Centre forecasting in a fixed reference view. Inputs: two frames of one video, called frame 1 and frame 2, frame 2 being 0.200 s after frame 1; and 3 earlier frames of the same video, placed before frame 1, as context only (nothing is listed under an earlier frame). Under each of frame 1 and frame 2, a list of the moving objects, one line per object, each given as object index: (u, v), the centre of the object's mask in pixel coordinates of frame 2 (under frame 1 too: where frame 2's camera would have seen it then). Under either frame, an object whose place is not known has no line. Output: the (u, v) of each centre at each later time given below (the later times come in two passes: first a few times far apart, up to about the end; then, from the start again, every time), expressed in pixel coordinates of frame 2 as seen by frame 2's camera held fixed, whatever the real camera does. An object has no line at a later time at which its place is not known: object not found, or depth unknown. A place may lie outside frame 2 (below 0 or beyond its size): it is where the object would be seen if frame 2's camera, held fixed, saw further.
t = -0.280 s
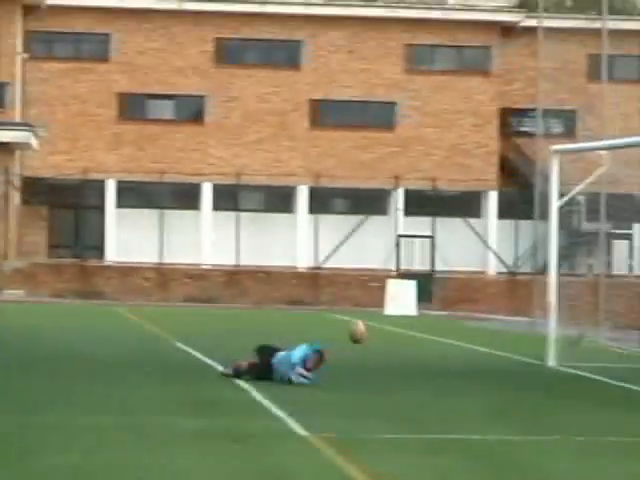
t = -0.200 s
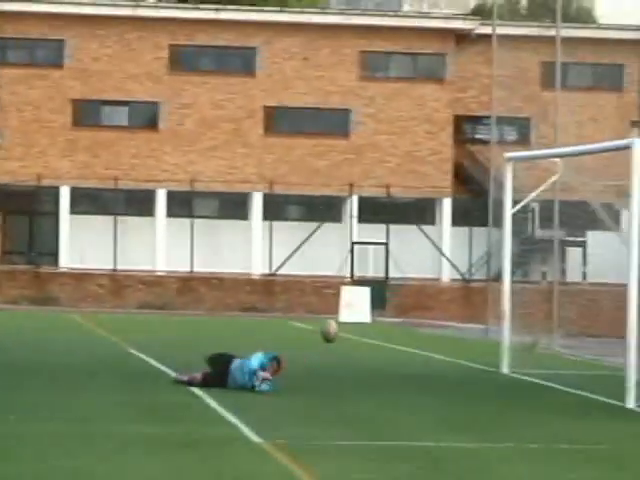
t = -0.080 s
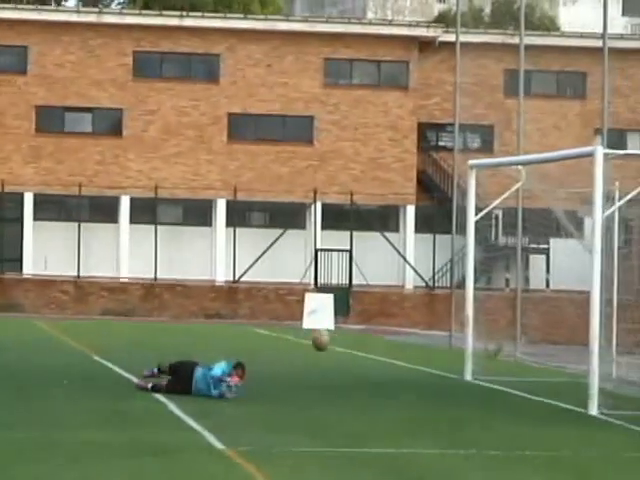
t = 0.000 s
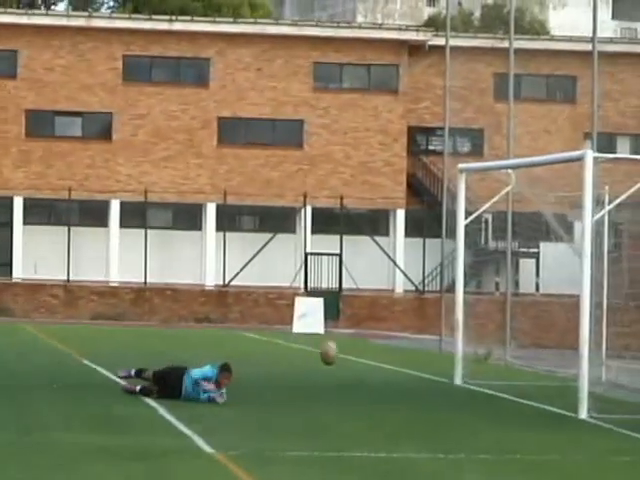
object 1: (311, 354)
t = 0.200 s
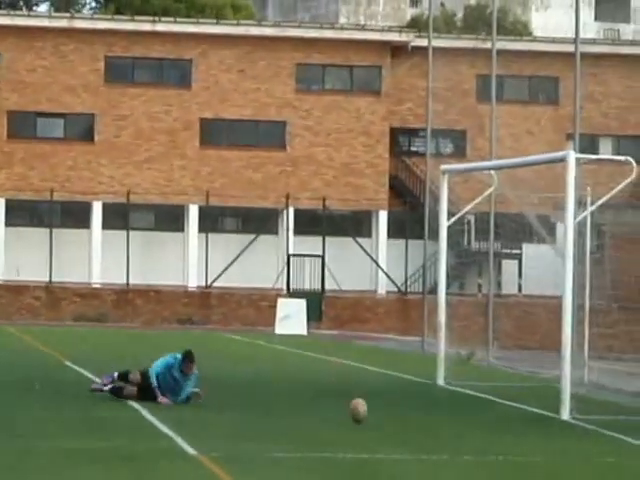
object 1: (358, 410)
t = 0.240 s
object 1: (368, 412)
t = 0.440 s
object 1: (427, 390)
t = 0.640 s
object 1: (486, 412)
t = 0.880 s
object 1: (563, 428)
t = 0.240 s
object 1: (368, 412)
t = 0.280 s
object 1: (380, 404)
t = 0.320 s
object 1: (391, 398)
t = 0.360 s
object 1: (403, 393)
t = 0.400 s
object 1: (415, 390)
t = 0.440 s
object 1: (427, 390)
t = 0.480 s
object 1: (438, 390)
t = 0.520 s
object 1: (451, 393)
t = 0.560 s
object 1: (462, 398)
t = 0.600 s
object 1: (474, 403)
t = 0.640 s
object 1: (486, 412)
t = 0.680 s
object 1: (499, 423)
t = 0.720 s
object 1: (512, 435)
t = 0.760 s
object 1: (525, 431)
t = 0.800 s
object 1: (538, 428)
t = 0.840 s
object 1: (551, 427)
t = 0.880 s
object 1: (563, 428)
